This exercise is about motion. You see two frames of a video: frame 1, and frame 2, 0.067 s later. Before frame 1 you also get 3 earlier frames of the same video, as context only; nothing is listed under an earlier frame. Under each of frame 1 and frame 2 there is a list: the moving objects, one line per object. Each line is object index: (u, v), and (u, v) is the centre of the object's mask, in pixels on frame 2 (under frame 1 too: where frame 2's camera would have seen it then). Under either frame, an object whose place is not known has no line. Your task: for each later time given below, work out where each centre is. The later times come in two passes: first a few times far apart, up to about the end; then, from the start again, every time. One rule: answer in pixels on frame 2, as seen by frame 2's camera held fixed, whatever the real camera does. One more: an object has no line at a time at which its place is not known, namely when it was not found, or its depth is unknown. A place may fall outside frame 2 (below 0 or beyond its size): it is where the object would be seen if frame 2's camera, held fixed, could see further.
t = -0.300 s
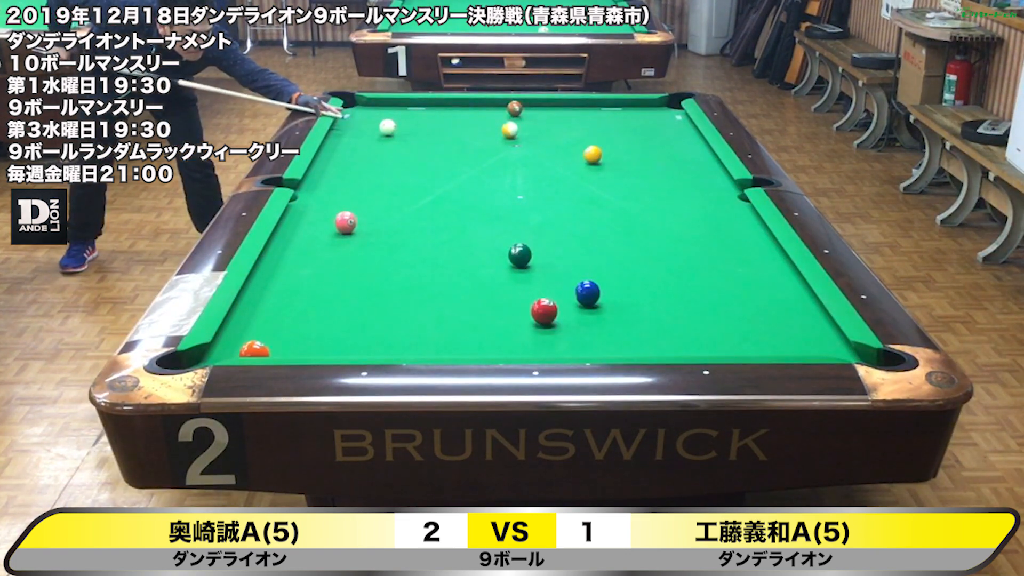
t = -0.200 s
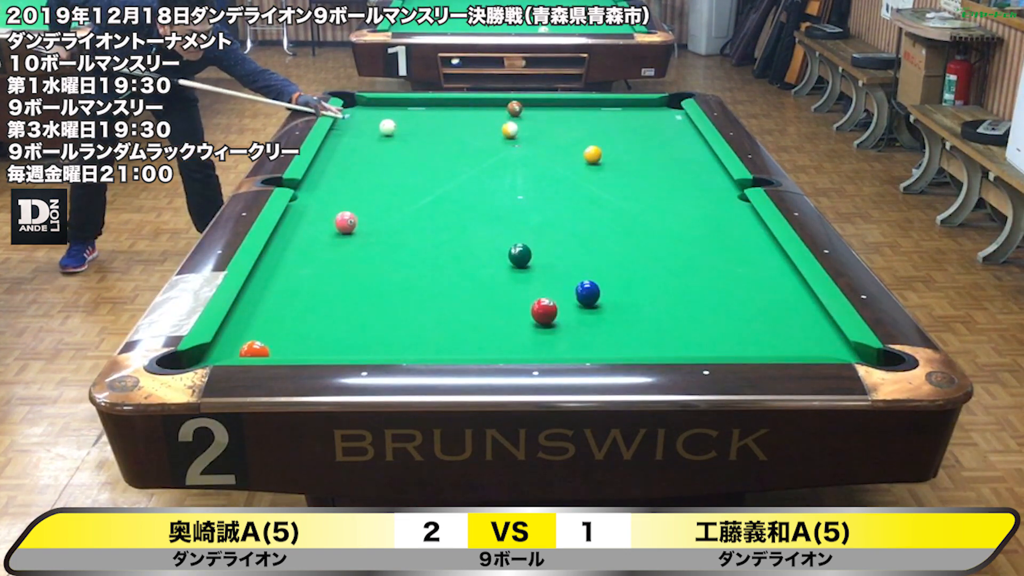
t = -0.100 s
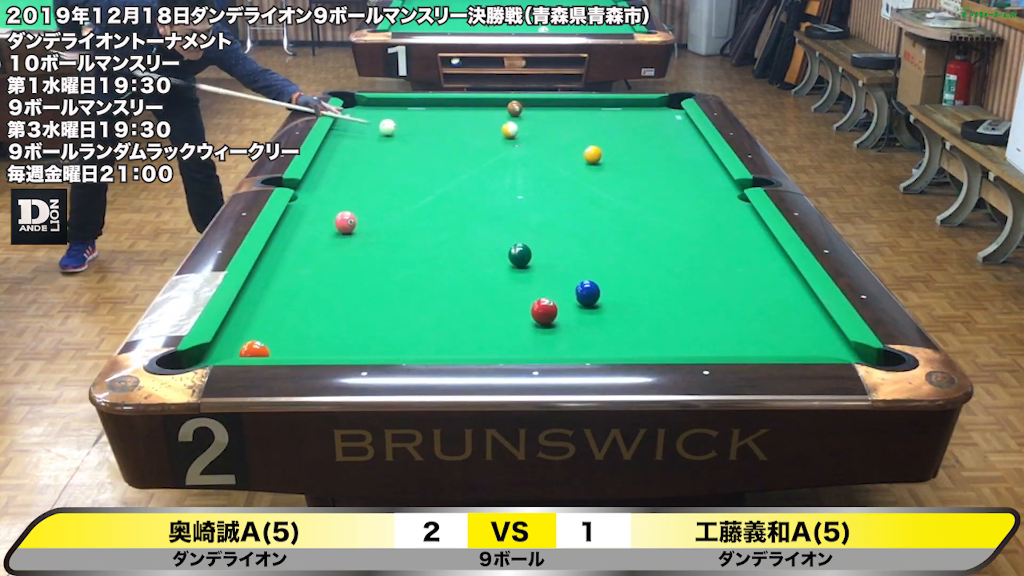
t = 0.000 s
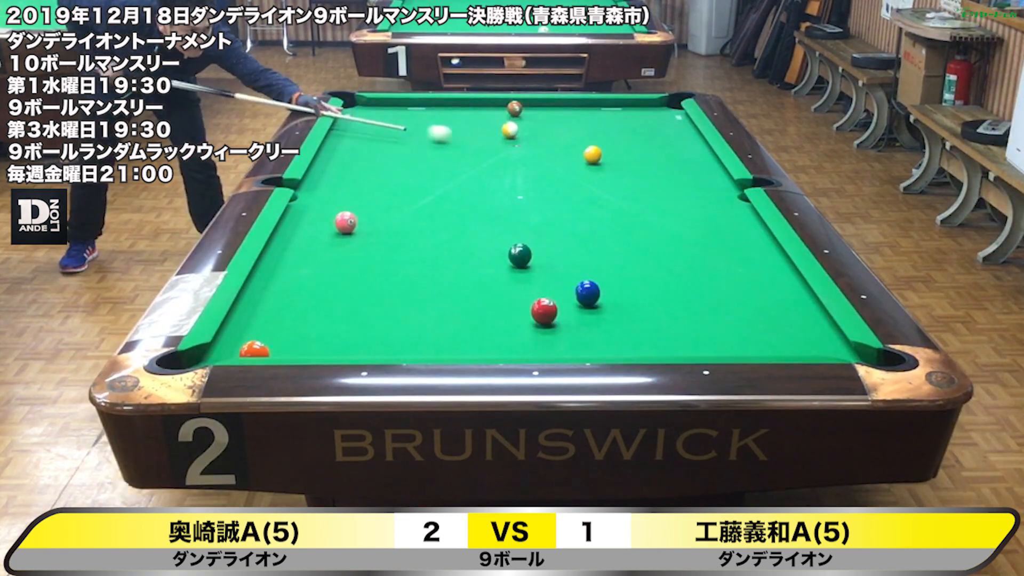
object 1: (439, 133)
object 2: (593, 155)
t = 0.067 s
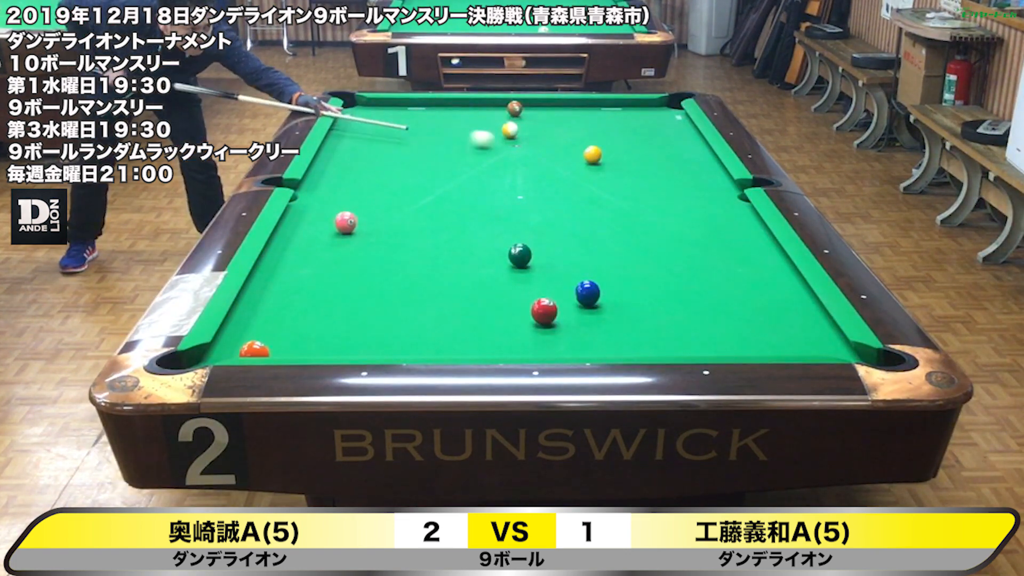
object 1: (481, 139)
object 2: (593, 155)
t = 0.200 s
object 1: (566, 150)
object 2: (593, 155)
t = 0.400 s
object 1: (610, 149)
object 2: (687, 174)
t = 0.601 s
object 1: (659, 150)
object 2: (709, 188)
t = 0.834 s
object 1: (698, 153)
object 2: (685, 202)
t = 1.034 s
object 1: (677, 158)
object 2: (664, 215)
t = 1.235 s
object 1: (657, 164)
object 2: (641, 228)
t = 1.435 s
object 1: (636, 170)
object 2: (618, 241)
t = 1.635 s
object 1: (615, 176)
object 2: (593, 256)
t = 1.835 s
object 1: (593, 182)
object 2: (567, 270)
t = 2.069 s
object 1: (569, 189)
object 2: (535, 288)
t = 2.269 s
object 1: (547, 195)
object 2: (506, 304)
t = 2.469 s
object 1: (525, 201)
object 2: (476, 322)
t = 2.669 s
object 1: (504, 207)
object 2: (444, 339)
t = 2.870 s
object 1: (482, 213)
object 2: (411, 350)
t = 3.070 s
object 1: (461, 219)
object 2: (391, 345)
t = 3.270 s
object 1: (440, 225)
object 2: (374, 337)
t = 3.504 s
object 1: (416, 232)
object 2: (356, 327)
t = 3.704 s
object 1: (396, 237)
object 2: (341, 319)
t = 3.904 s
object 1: (375, 243)
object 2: (328, 312)
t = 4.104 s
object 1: (355, 248)
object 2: (316, 306)
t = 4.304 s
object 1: (336, 254)
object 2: (305, 300)
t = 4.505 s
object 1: (316, 258)
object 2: (294, 295)
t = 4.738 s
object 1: (295, 264)
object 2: (283, 289)
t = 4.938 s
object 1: (277, 265)
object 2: (275, 285)
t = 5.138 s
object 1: (262, 266)
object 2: (268, 281)
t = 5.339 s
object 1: (270, 265)
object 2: (263, 282)
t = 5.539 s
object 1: (273, 266)
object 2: (260, 283)
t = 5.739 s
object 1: (276, 266)
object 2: (258, 284)
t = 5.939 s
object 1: (278, 265)
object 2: (258, 284)
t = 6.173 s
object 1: (280, 265)
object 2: (257, 284)
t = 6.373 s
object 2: (258, 284)
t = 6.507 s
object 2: (257, 284)
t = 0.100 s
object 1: (502, 142)
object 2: (593, 155)
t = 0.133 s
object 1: (524, 144)
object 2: (593, 155)
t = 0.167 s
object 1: (545, 147)
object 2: (593, 155)
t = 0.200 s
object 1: (566, 150)
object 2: (593, 155)
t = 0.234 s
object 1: (580, 151)
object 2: (601, 156)
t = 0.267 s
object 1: (584, 150)
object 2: (619, 160)
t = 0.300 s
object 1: (590, 150)
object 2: (636, 164)
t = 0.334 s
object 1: (595, 150)
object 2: (654, 167)
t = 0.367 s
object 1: (602, 149)
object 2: (670, 170)
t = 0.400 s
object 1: (610, 149)
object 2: (687, 174)
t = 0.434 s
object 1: (618, 149)
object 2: (703, 177)
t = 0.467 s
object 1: (626, 149)
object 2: (719, 180)
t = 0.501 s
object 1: (635, 150)
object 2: (722, 183)
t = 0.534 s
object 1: (643, 150)
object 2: (717, 185)
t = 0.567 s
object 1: (651, 150)
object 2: (712, 187)
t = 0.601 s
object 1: (659, 150)
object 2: (709, 188)
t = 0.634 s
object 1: (668, 150)
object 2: (706, 190)
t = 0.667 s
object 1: (676, 150)
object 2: (702, 192)
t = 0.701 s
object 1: (684, 151)
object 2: (699, 194)
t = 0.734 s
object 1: (692, 151)
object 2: (696, 196)
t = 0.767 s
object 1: (700, 151)
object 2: (692, 198)
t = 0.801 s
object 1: (703, 151)
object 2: (689, 200)
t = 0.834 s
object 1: (698, 153)
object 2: (685, 202)
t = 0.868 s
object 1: (695, 153)
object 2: (682, 204)
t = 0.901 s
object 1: (691, 154)
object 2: (679, 206)
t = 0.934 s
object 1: (688, 155)
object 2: (675, 208)
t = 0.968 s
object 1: (684, 156)
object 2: (671, 210)
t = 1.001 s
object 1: (681, 157)
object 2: (667, 212)
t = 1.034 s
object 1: (677, 158)
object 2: (664, 215)
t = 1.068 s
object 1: (674, 159)
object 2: (660, 217)
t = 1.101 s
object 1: (671, 160)
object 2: (657, 219)
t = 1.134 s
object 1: (667, 161)
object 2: (653, 221)
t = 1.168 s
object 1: (664, 162)
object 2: (649, 223)
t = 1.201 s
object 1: (660, 163)
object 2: (645, 225)
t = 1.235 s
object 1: (657, 164)
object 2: (641, 228)
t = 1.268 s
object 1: (653, 165)
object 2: (638, 230)
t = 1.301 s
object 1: (650, 166)
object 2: (634, 232)
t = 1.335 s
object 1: (646, 167)
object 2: (630, 234)
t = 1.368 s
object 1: (643, 168)
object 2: (626, 237)
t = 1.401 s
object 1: (639, 169)
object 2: (622, 239)
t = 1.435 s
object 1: (636, 170)
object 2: (618, 241)
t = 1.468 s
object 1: (632, 171)
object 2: (614, 244)
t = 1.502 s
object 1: (629, 172)
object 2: (610, 246)
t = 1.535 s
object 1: (625, 173)
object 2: (606, 249)
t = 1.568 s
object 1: (622, 174)
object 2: (602, 251)
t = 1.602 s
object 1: (618, 175)
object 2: (598, 253)
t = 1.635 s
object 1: (615, 176)
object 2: (593, 256)
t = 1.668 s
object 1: (611, 177)
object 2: (589, 258)
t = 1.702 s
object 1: (608, 178)
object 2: (585, 260)
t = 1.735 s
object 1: (604, 180)
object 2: (581, 263)
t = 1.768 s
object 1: (600, 180)
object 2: (576, 265)
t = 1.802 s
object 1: (597, 181)
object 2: (571, 268)
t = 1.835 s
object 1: (593, 182)
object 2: (567, 270)
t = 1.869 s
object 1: (590, 183)
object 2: (563, 273)
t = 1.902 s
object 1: (586, 184)
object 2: (558, 275)
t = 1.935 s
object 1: (583, 186)
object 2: (554, 278)
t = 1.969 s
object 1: (579, 186)
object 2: (549, 280)
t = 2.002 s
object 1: (576, 187)
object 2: (544, 283)
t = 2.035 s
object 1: (572, 188)
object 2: (539, 285)
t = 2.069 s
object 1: (569, 189)
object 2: (535, 288)
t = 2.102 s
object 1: (565, 190)
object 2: (530, 290)
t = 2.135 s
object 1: (561, 191)
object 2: (525, 293)
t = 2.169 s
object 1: (558, 192)
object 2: (521, 296)
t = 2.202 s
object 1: (554, 193)
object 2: (516, 299)
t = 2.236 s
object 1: (551, 194)
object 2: (511, 302)
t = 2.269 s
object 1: (547, 195)
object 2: (506, 304)
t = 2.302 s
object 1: (543, 196)
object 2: (501, 307)
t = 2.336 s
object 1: (540, 197)
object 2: (496, 310)
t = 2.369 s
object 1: (536, 198)
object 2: (491, 313)
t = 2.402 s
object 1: (532, 199)
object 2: (486, 316)
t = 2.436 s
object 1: (529, 200)
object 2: (481, 319)
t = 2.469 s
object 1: (525, 201)
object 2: (476, 322)
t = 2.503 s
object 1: (522, 202)
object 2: (470, 324)
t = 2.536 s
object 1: (518, 203)
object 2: (465, 327)
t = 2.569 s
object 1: (515, 204)
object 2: (460, 330)
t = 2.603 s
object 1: (511, 205)
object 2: (455, 333)
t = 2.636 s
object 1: (507, 206)
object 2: (449, 336)
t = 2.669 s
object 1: (504, 207)
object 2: (444, 339)
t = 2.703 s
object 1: (500, 208)
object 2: (438, 341)
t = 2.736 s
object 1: (497, 209)
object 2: (433, 343)
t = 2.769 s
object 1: (493, 210)
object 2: (427, 345)
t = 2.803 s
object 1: (489, 211)
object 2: (422, 347)
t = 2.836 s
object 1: (486, 212)
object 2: (416, 348)
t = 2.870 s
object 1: (482, 213)
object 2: (411, 350)
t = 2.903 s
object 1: (479, 214)
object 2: (407, 349)
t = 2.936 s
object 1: (475, 215)
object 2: (404, 348)
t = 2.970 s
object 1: (472, 216)
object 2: (401, 347)
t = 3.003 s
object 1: (468, 217)
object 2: (398, 346)
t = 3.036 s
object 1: (465, 218)
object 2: (395, 345)
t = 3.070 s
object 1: (461, 219)
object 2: (391, 345)
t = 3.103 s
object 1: (458, 220)
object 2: (389, 344)
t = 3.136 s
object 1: (454, 221)
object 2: (385, 342)
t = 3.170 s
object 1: (451, 222)
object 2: (382, 341)
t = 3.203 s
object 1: (447, 223)
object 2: (380, 340)
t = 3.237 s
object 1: (444, 224)
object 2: (377, 339)
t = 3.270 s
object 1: (440, 225)
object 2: (374, 337)
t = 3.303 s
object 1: (437, 226)
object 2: (372, 336)
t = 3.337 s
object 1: (433, 227)
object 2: (369, 334)
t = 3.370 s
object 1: (430, 228)
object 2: (366, 333)
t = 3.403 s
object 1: (426, 229)
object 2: (364, 331)
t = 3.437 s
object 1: (423, 230)
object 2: (361, 330)
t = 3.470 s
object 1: (419, 231)
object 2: (359, 328)
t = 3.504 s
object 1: (416, 232)
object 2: (356, 327)
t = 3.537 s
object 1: (413, 233)
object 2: (353, 326)
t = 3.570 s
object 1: (409, 234)
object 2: (351, 324)
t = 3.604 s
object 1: (406, 234)
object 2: (349, 323)
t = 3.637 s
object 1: (402, 235)
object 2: (346, 322)
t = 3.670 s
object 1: (399, 237)
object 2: (344, 320)
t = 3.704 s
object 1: (396, 237)
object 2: (341, 319)
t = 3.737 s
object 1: (392, 238)
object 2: (339, 318)
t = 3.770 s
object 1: (389, 239)
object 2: (337, 317)
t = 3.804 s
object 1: (385, 240)
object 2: (335, 316)
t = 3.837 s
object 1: (382, 241)
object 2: (333, 315)
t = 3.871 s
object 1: (379, 242)
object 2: (330, 313)
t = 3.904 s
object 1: (375, 243)
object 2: (328, 312)
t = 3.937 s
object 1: (372, 244)
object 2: (326, 311)
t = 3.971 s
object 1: (368, 245)
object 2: (324, 310)
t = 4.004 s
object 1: (365, 246)
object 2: (322, 309)
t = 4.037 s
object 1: (362, 247)
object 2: (320, 308)
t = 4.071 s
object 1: (358, 247)
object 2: (318, 307)
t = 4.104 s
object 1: (355, 248)
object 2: (316, 306)
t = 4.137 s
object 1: (352, 249)
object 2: (314, 305)
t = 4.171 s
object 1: (348, 250)
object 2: (312, 304)
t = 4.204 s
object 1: (345, 251)
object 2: (310, 303)
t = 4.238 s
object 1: (342, 252)
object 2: (308, 302)
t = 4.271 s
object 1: (339, 253)
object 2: (307, 301)
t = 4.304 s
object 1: (336, 254)
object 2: (305, 300)
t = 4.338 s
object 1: (332, 254)
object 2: (303, 299)
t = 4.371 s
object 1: (329, 255)
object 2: (301, 298)
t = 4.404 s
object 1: (326, 256)
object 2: (299, 297)
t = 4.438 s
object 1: (323, 257)
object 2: (297, 296)
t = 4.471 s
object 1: (320, 258)
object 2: (296, 295)
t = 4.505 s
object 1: (316, 258)
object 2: (294, 295)
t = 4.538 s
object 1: (313, 259)
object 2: (293, 294)
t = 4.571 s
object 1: (310, 260)
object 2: (291, 293)
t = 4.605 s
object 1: (307, 261)
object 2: (290, 292)
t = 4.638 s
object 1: (304, 261)
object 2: (288, 291)
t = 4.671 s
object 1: (301, 262)
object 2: (286, 290)
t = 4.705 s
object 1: (298, 263)
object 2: (285, 290)
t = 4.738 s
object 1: (295, 264)
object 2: (283, 289)
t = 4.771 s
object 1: (292, 264)
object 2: (281, 288)
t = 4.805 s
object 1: (289, 264)
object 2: (280, 287)
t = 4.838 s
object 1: (286, 264)
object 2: (279, 287)
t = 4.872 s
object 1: (283, 265)
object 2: (277, 286)
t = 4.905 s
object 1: (280, 264)
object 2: (276, 285)
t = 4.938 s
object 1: (277, 265)
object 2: (275, 285)
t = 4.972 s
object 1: (274, 264)
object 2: (274, 283)
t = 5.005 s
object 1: (270, 265)
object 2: (272, 283)
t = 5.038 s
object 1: (267, 265)
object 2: (271, 282)
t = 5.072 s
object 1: (263, 266)
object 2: (270, 281)
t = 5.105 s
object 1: (262, 266)
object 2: (269, 281)
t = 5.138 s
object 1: (262, 266)
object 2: (268, 281)
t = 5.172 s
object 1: (263, 265)
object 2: (267, 280)
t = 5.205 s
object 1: (265, 264)
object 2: (266, 281)
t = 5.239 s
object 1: (267, 265)
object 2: (265, 282)
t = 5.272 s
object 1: (267, 265)
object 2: (265, 282)
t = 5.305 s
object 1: (268, 265)
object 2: (264, 282)
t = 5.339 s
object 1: (270, 265)
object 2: (263, 282)
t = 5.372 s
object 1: (271, 265)
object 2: (263, 282)
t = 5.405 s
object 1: (271, 266)
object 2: (262, 282)
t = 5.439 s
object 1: (272, 266)
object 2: (261, 283)
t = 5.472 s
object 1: (272, 266)
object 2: (261, 283)
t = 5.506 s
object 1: (273, 266)
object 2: (260, 283)
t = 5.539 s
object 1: (273, 266)
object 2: (260, 283)
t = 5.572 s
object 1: (273, 266)
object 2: (259, 283)
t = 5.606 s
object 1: (274, 266)
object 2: (259, 283)
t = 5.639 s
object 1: (274, 266)
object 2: (258, 284)
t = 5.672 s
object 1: (275, 266)
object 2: (258, 284)
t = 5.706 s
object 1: (275, 266)
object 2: (258, 284)
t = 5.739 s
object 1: (276, 266)
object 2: (258, 284)
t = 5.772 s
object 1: (276, 266)
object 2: (258, 284)
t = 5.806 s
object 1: (276, 266)
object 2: (258, 284)
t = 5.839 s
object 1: (277, 266)
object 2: (258, 284)
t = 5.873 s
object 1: (277, 265)
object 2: (258, 284)
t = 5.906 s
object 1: (277, 265)
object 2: (258, 284)
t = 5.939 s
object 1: (278, 265)
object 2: (258, 284)
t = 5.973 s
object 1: (278, 265)
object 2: (258, 284)
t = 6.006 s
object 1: (278, 265)
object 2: (257, 284)
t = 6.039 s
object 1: (279, 265)
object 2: (257, 284)
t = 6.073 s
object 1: (279, 265)
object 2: (257, 284)
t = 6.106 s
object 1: (279, 265)
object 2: (257, 284)
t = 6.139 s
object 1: (280, 265)
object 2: (257, 284)
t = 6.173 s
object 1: (280, 265)
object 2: (257, 284)
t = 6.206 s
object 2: (257, 284)
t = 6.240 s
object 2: (257, 284)
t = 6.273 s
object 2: (257, 284)
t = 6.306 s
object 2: (258, 284)
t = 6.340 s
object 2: (257, 284)
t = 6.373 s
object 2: (258, 284)
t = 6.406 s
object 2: (258, 283)
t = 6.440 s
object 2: (257, 284)
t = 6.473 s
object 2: (257, 284)
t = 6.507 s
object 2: (257, 284)
